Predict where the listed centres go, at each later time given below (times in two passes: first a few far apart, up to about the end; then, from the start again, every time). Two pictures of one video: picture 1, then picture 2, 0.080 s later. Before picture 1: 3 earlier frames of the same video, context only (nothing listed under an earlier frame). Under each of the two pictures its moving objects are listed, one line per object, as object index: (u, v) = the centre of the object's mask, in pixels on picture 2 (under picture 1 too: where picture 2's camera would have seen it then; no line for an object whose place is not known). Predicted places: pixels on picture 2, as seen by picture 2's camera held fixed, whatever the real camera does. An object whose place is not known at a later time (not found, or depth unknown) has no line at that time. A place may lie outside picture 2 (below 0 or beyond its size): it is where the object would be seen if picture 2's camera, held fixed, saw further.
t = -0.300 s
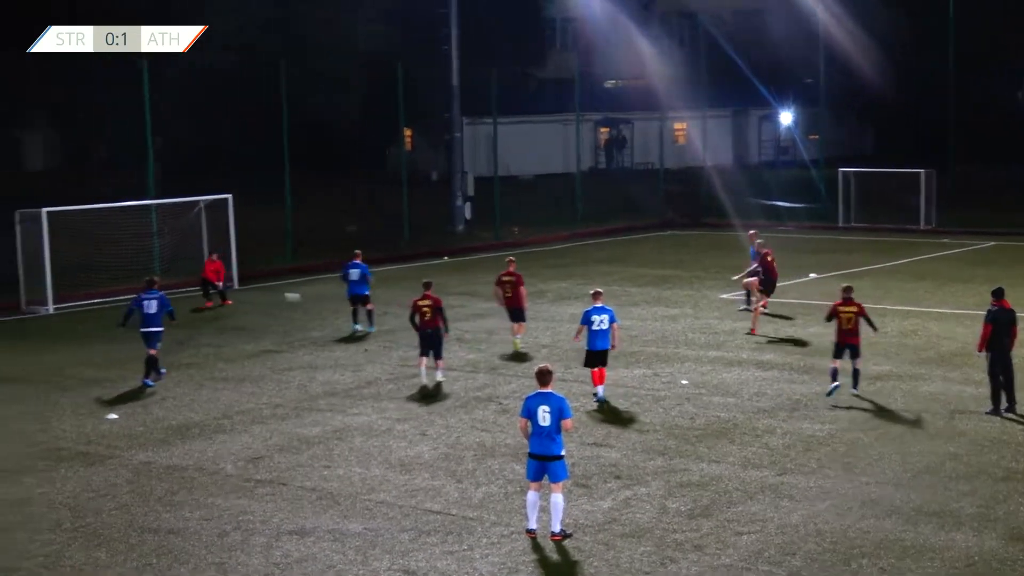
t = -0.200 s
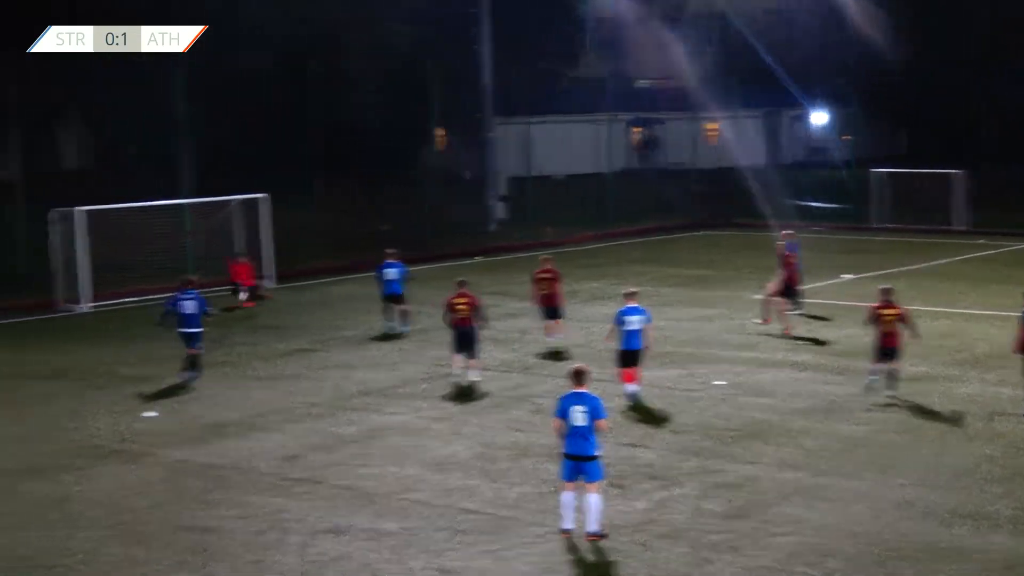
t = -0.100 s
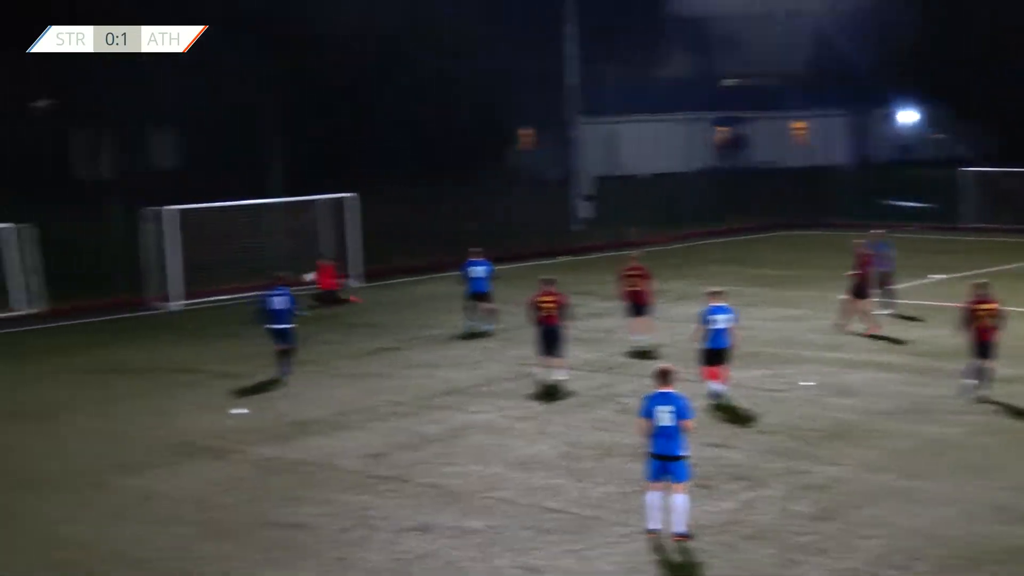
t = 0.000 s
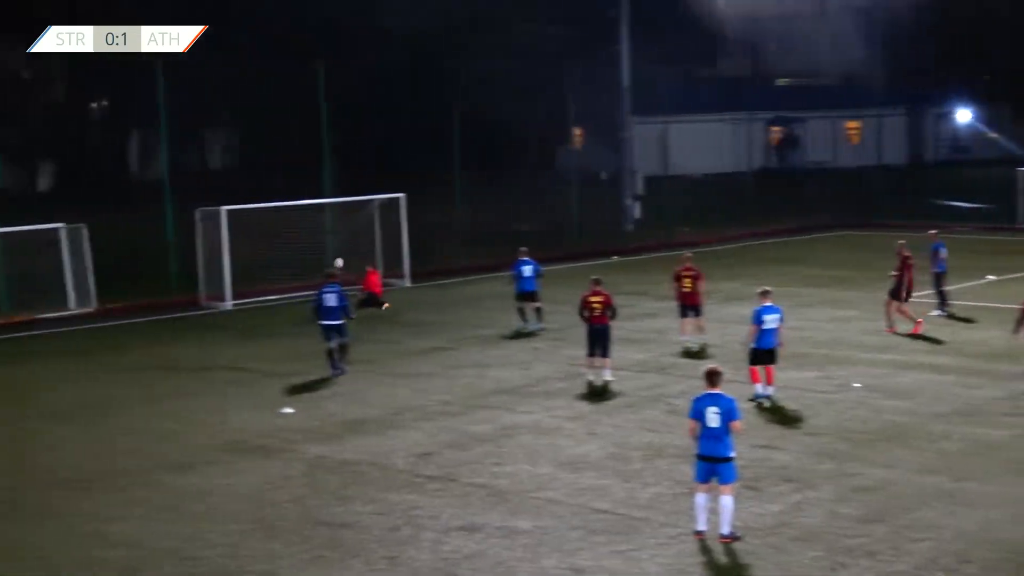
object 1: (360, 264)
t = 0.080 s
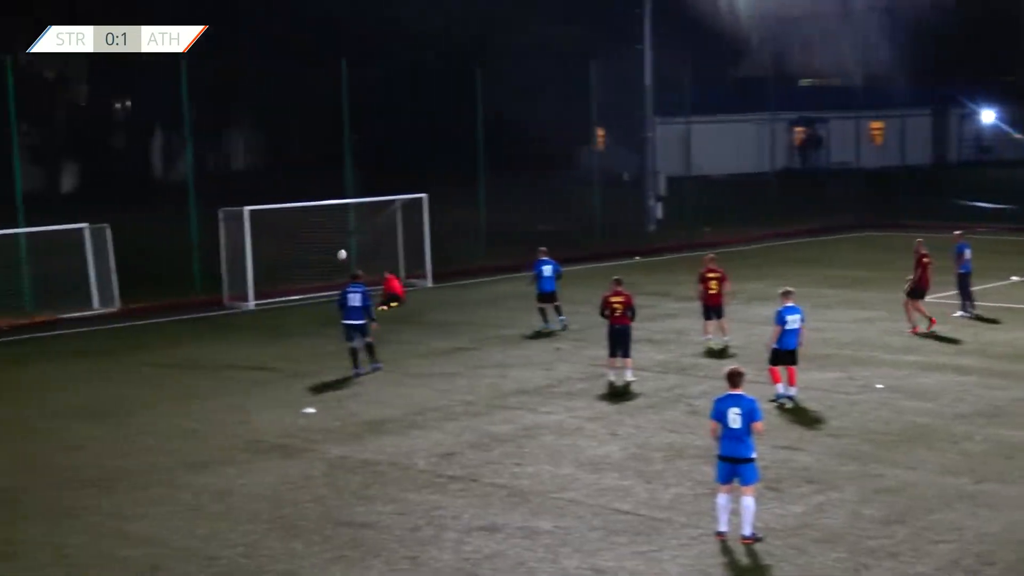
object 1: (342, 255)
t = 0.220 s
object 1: (307, 246)
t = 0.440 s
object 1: (245, 251)
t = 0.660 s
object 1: (175, 282)
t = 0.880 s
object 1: (96, 346)
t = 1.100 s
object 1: (24, 364)
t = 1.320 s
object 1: (-37, 343)
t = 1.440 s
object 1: (-71, 344)
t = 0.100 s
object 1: (337, 253)
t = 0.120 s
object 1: (332, 251)
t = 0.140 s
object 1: (327, 250)
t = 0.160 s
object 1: (322, 249)
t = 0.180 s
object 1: (317, 248)
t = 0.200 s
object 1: (312, 247)
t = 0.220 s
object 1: (307, 246)
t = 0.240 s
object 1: (302, 245)
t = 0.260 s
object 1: (296, 245)
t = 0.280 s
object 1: (291, 245)
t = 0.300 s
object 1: (285, 245)
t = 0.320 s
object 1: (280, 246)
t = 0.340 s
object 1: (274, 246)
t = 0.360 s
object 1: (268, 246)
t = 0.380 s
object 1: (262, 247)
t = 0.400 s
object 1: (256, 248)
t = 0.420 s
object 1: (252, 250)
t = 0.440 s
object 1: (245, 251)
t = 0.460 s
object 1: (239, 252)
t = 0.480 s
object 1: (233, 254)
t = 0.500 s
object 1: (227, 257)
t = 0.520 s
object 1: (220, 259)
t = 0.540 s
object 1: (214, 262)
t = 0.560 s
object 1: (208, 264)
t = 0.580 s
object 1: (201, 267)
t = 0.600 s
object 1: (195, 271)
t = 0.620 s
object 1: (188, 274)
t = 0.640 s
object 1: (181, 278)
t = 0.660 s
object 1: (175, 282)
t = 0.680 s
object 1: (168, 287)
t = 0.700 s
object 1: (161, 291)
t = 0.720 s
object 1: (154, 296)
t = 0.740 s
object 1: (147, 301)
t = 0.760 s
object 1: (140, 307)
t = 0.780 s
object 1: (133, 313)
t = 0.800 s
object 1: (126, 318)
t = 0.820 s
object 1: (119, 324)
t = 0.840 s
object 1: (111, 332)
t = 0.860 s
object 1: (104, 338)
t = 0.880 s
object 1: (96, 346)
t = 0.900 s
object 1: (89, 353)
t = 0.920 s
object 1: (81, 361)
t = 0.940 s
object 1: (74, 369)
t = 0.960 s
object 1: (66, 378)
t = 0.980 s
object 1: (58, 386)
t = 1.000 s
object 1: (52, 384)
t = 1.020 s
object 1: (46, 379)
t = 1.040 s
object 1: (41, 375)
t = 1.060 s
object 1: (36, 371)
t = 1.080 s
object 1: (30, 368)
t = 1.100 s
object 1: (24, 364)
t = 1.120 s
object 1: (19, 361)
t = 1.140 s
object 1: (13, 358)
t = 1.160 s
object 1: (8, 356)
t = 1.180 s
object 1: (2, 353)
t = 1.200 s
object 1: (-4, 351)
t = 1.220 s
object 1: (-9, 349)
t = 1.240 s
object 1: (-15, 347)
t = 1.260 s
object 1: (-21, 345)
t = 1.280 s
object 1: (-26, 344)
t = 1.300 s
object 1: (-32, 343)
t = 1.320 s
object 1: (-37, 343)
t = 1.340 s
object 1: (-43, 343)
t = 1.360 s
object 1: (-49, 342)
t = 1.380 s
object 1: (-54, 342)
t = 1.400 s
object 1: (-60, 343)
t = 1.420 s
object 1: (-66, 343)
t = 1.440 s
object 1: (-71, 344)
